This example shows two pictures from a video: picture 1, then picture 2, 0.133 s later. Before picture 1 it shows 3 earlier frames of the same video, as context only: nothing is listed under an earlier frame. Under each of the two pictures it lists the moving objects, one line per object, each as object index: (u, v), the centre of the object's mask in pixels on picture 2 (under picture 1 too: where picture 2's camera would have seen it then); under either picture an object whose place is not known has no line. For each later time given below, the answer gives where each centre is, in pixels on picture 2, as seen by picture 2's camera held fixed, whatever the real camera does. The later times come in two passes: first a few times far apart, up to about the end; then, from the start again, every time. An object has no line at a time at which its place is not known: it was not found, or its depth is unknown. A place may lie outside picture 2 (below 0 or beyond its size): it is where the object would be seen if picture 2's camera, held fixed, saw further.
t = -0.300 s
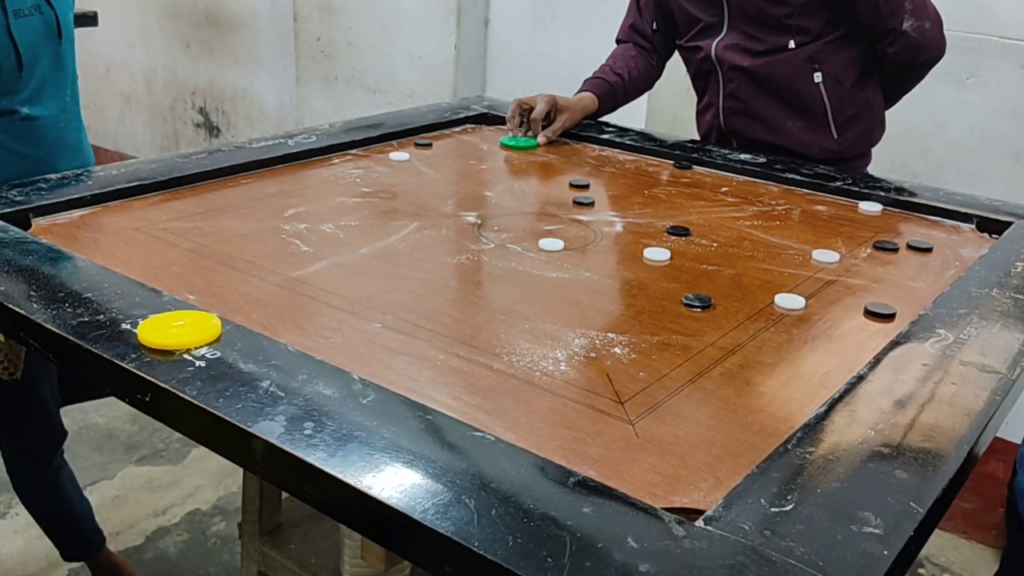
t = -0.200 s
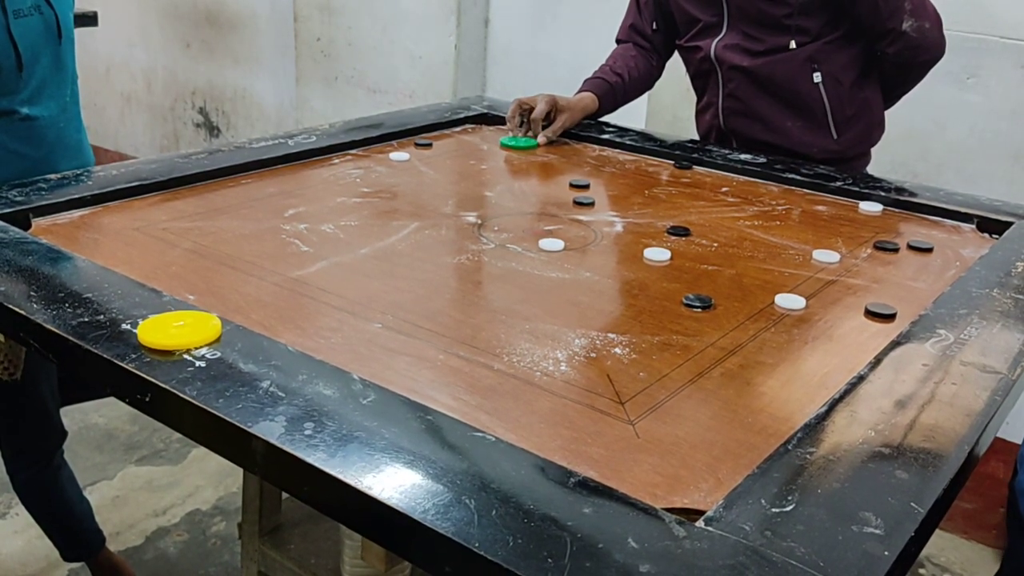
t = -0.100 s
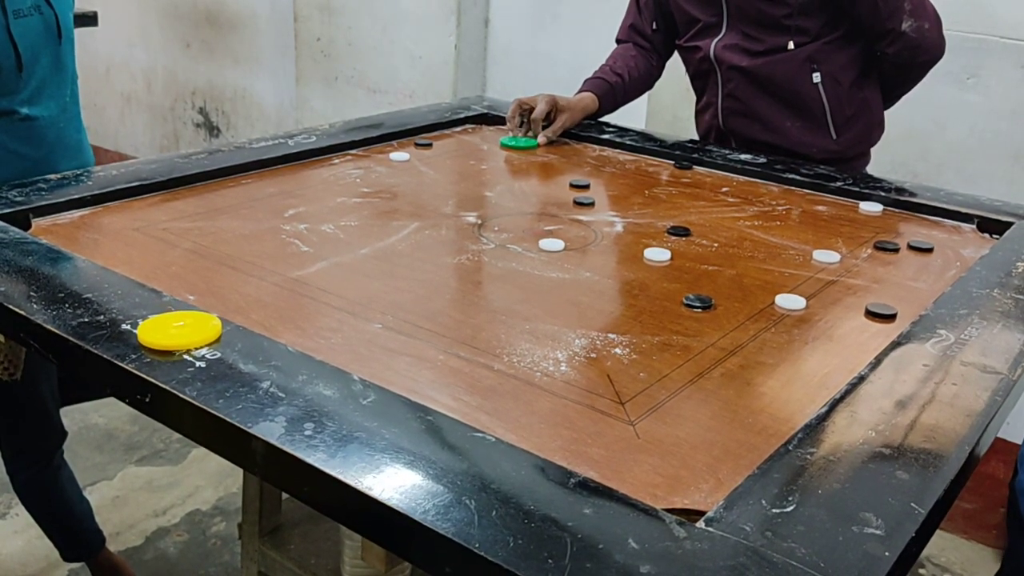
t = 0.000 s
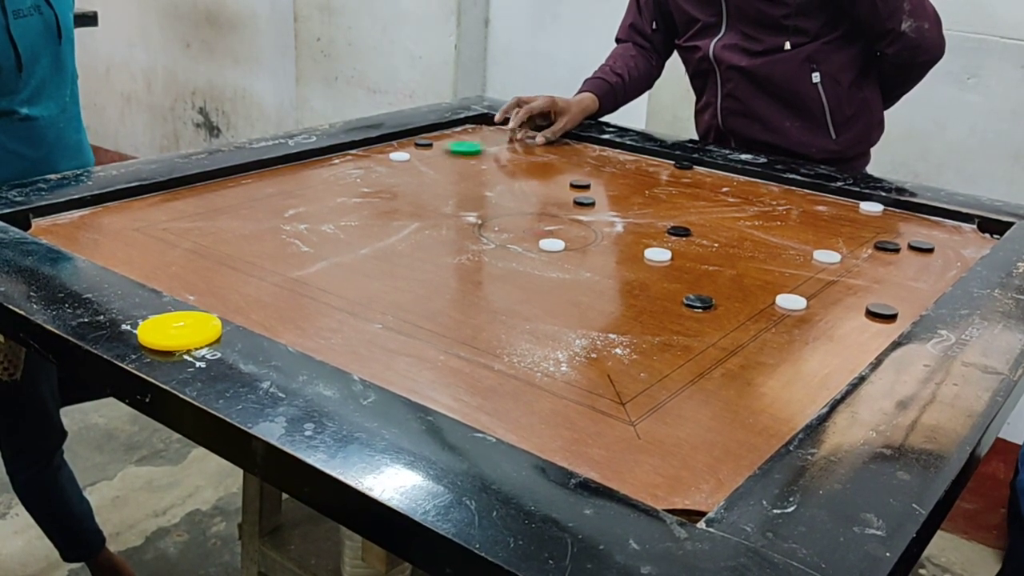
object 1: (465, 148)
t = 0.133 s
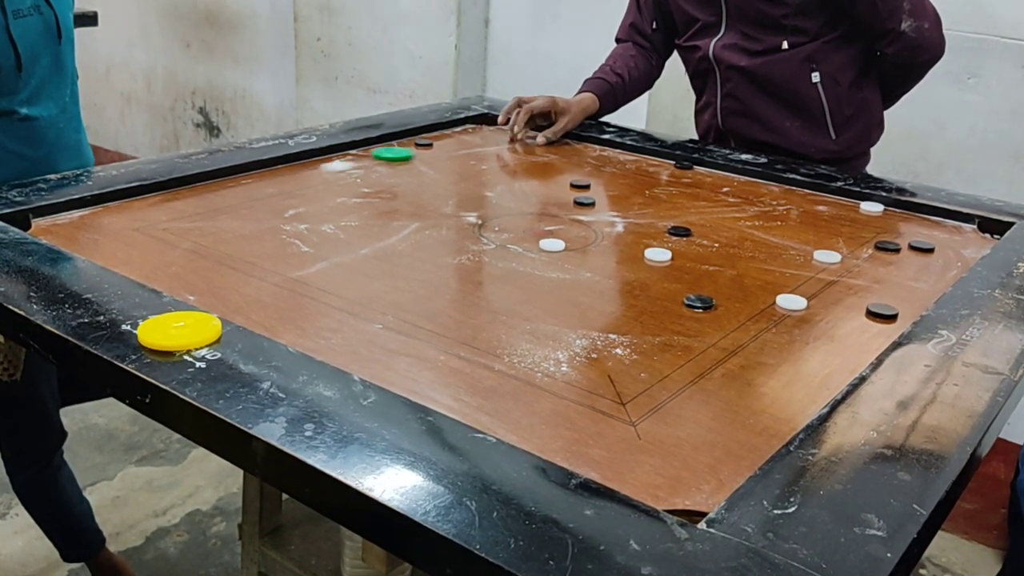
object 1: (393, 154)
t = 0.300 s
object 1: (334, 161)
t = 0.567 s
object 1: (301, 177)
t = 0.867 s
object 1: (289, 182)
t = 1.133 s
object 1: (289, 182)
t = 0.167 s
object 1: (379, 155)
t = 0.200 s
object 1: (365, 156)
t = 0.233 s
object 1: (351, 157)
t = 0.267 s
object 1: (339, 158)
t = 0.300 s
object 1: (334, 161)
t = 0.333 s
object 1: (329, 163)
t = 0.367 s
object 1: (324, 165)
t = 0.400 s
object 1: (320, 167)
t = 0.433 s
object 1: (316, 170)
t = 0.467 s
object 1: (312, 172)
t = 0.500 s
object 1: (308, 174)
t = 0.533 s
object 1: (304, 175)
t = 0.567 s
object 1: (301, 177)
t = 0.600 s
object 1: (299, 178)
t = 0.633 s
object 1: (296, 179)
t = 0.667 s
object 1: (294, 180)
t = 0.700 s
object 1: (292, 181)
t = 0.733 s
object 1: (291, 181)
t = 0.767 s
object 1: (290, 182)
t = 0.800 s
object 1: (289, 182)
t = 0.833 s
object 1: (289, 182)
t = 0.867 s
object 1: (289, 182)
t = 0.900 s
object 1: (289, 182)
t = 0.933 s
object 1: (289, 182)
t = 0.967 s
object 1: (289, 182)
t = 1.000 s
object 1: (289, 182)
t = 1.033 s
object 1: (289, 182)
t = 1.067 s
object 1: (289, 182)
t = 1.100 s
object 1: (289, 182)
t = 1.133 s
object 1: (289, 182)
